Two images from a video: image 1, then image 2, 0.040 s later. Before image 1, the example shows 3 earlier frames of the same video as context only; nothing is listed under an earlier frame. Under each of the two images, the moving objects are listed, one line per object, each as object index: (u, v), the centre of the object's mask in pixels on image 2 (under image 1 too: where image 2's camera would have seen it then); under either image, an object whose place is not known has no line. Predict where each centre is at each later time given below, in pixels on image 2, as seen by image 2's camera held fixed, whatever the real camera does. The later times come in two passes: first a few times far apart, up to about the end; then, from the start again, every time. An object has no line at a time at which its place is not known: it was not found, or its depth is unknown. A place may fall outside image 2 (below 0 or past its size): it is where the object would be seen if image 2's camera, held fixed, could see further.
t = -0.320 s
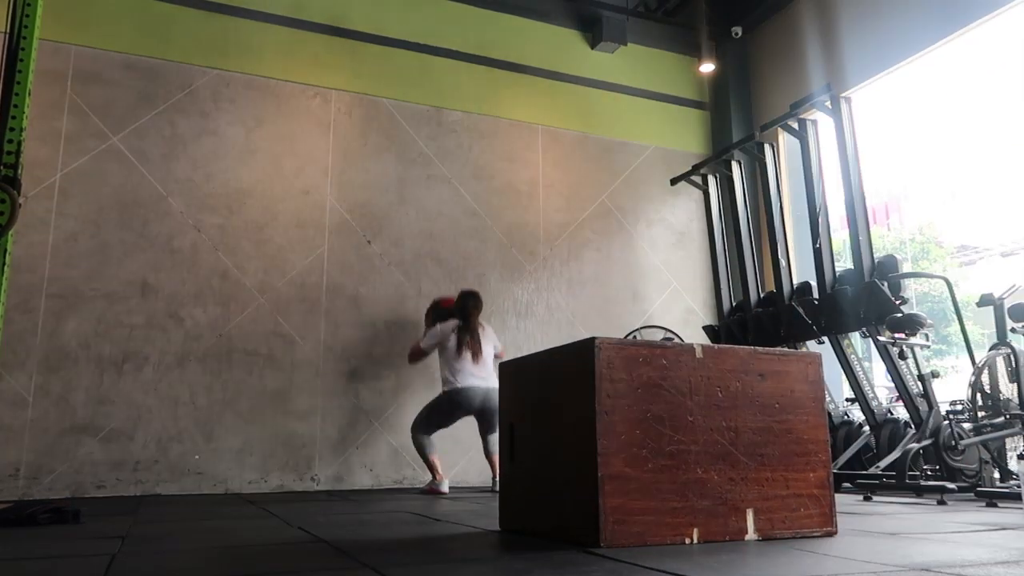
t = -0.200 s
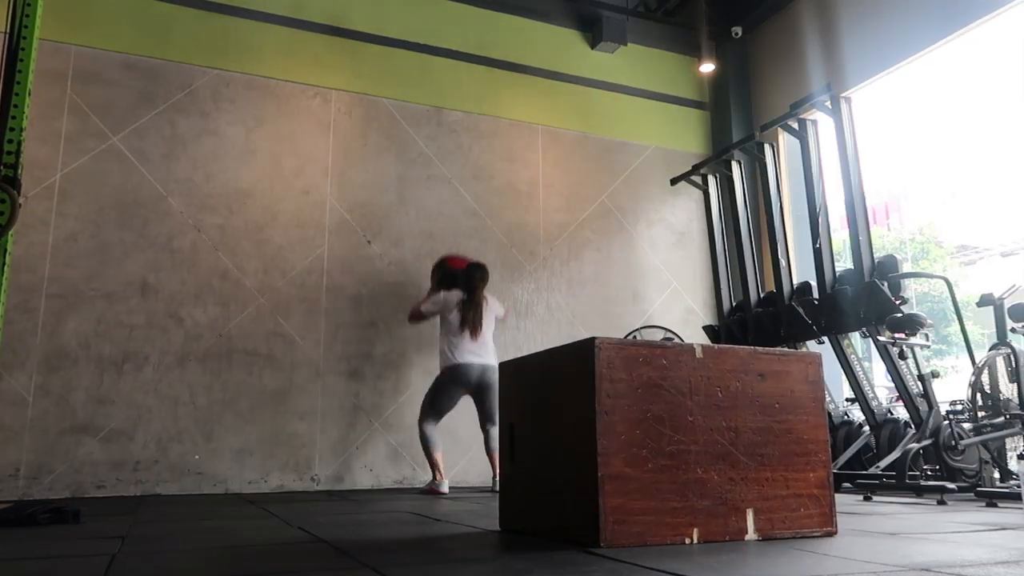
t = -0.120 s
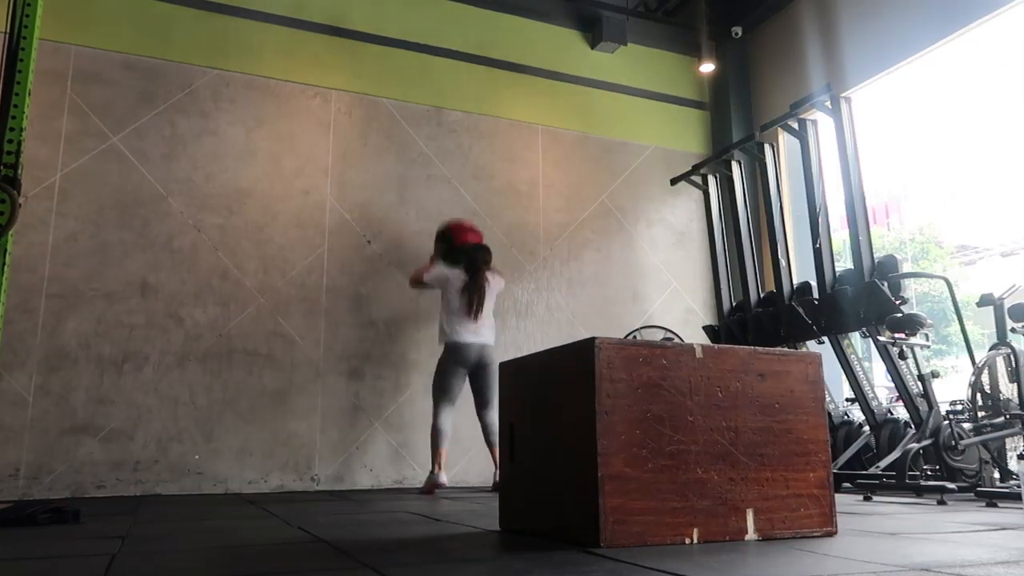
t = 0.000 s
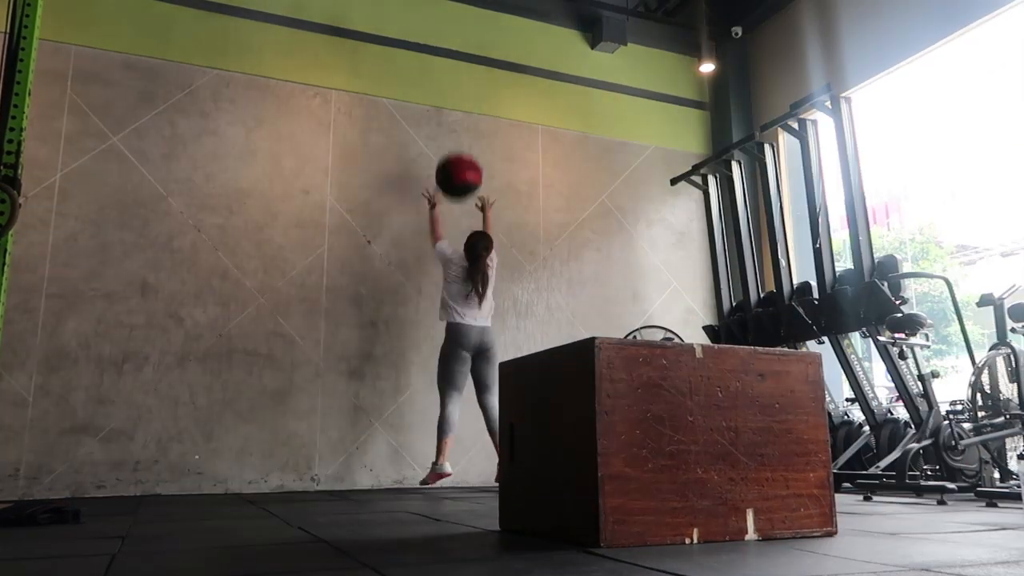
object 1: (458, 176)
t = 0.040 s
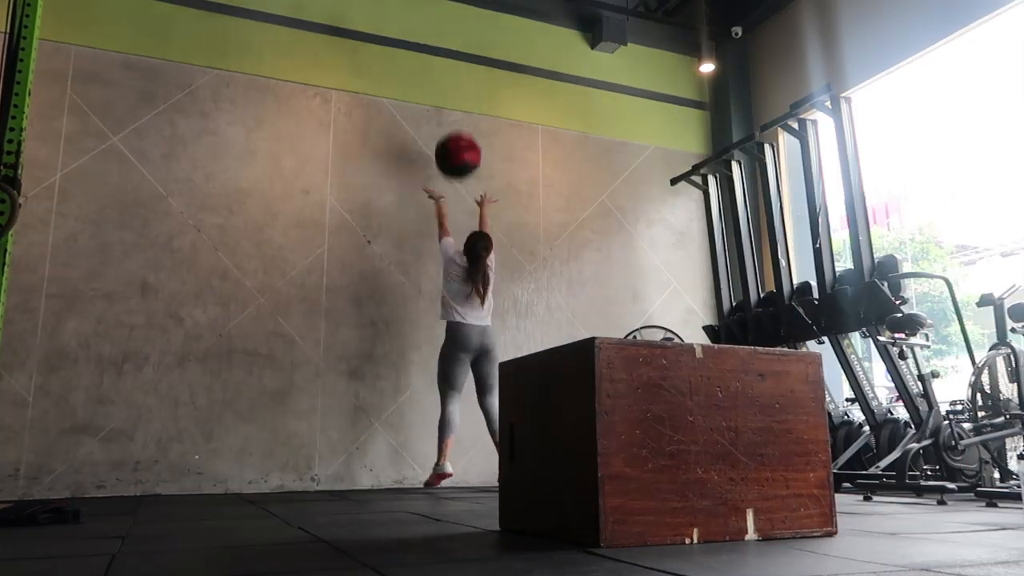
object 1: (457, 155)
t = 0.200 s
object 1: (454, 98)
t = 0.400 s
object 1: (453, 70)
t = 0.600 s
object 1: (456, 88)
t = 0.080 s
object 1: (456, 138)
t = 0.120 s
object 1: (456, 122)
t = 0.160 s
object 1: (455, 109)
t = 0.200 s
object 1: (454, 98)
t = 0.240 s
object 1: (453, 89)
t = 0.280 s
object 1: (452, 81)
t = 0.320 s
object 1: (452, 77)
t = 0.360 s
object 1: (453, 73)
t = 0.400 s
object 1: (453, 70)
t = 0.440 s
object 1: (455, 70)
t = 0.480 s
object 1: (455, 71)
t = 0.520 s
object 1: (456, 75)
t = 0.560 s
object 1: (456, 80)
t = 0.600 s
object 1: (456, 88)
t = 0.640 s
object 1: (457, 98)
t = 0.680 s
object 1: (457, 110)
